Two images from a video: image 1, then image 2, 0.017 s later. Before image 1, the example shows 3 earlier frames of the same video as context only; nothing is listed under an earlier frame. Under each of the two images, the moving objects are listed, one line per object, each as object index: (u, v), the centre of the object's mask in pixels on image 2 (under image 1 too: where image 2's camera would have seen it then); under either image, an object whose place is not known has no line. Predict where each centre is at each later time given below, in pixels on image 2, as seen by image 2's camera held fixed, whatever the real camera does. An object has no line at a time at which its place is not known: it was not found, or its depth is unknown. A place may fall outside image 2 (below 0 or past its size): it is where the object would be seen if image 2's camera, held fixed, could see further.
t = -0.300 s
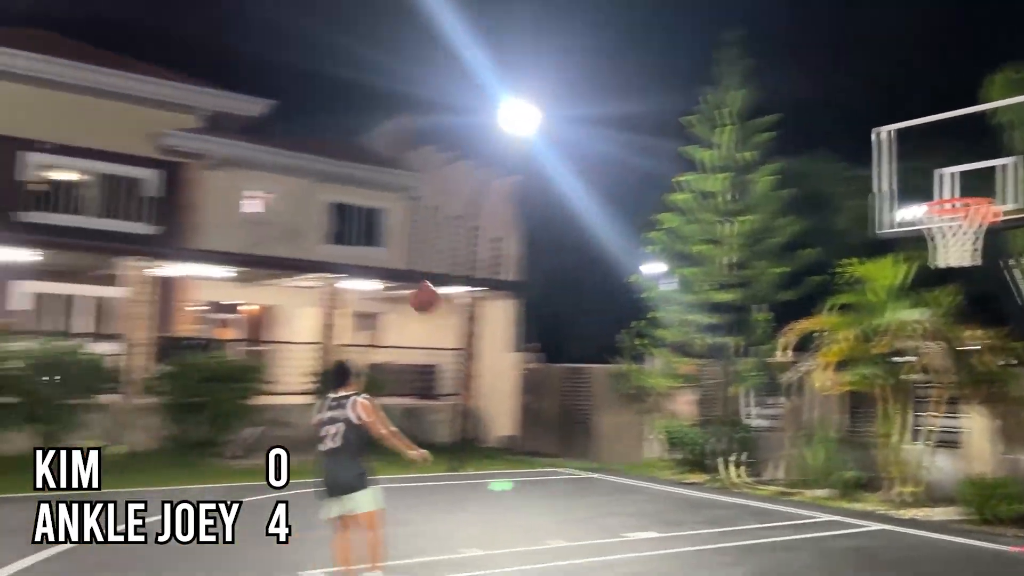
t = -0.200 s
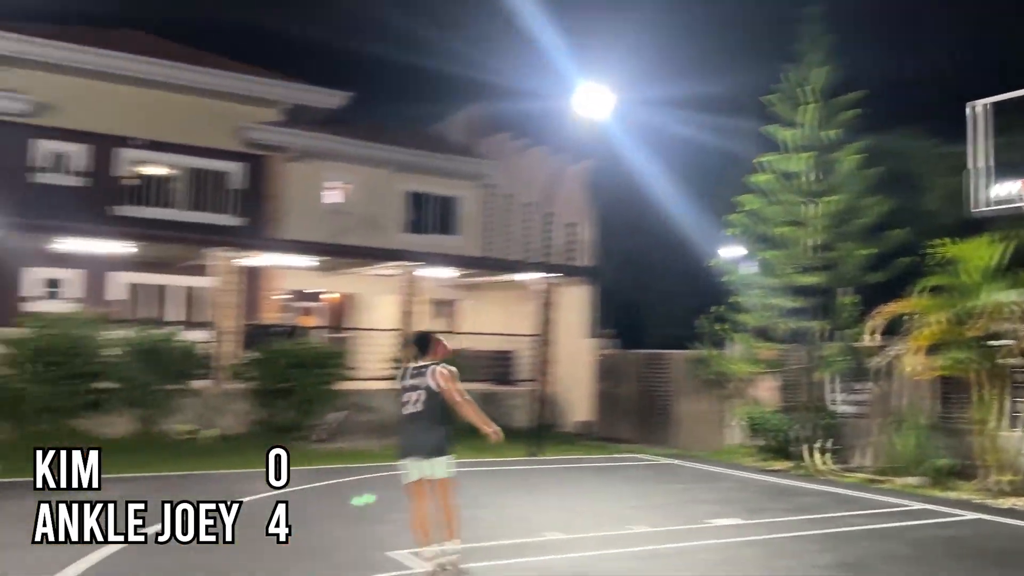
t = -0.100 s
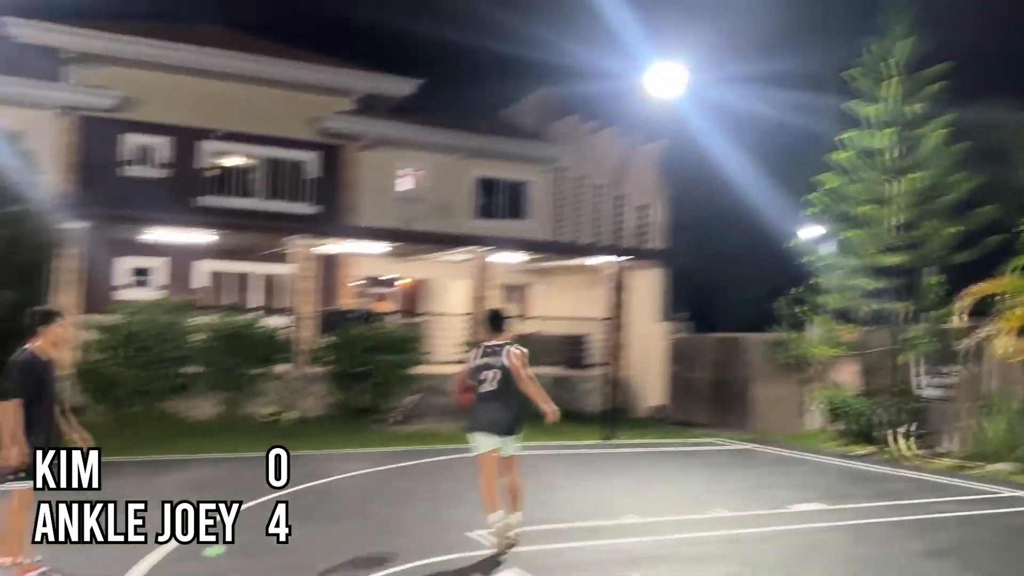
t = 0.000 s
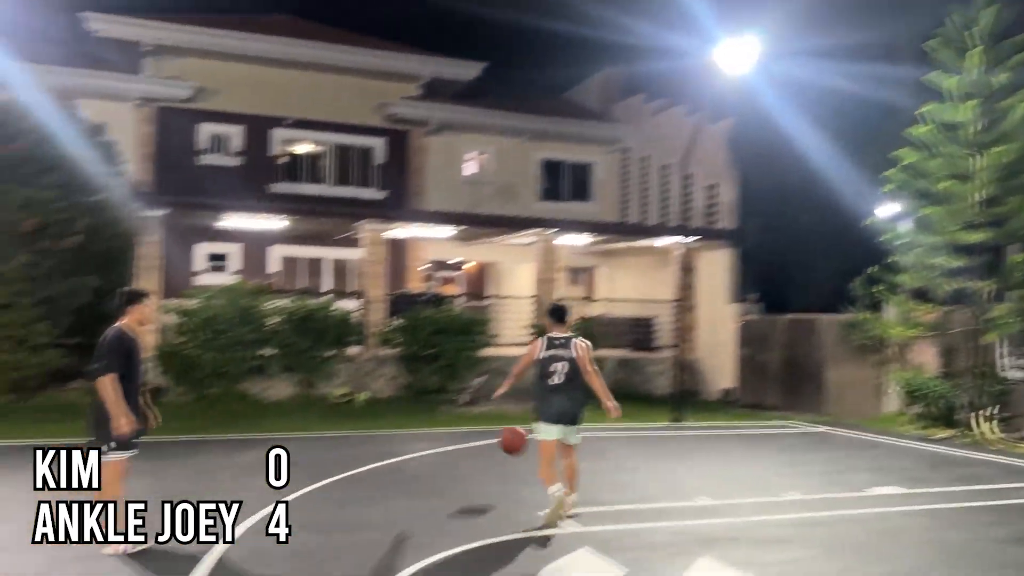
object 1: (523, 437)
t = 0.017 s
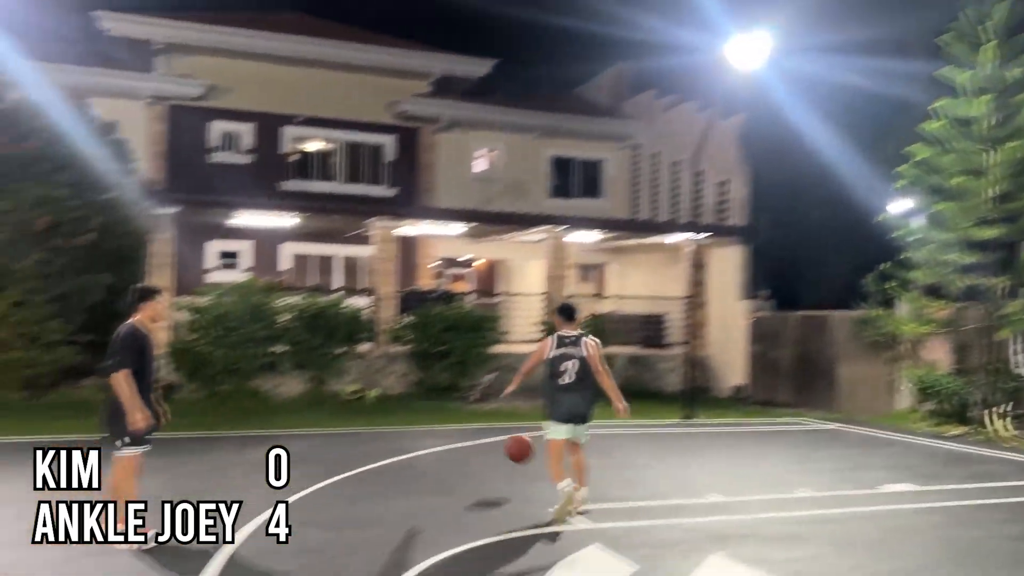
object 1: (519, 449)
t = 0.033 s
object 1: (515, 460)
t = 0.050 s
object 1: (510, 473)
